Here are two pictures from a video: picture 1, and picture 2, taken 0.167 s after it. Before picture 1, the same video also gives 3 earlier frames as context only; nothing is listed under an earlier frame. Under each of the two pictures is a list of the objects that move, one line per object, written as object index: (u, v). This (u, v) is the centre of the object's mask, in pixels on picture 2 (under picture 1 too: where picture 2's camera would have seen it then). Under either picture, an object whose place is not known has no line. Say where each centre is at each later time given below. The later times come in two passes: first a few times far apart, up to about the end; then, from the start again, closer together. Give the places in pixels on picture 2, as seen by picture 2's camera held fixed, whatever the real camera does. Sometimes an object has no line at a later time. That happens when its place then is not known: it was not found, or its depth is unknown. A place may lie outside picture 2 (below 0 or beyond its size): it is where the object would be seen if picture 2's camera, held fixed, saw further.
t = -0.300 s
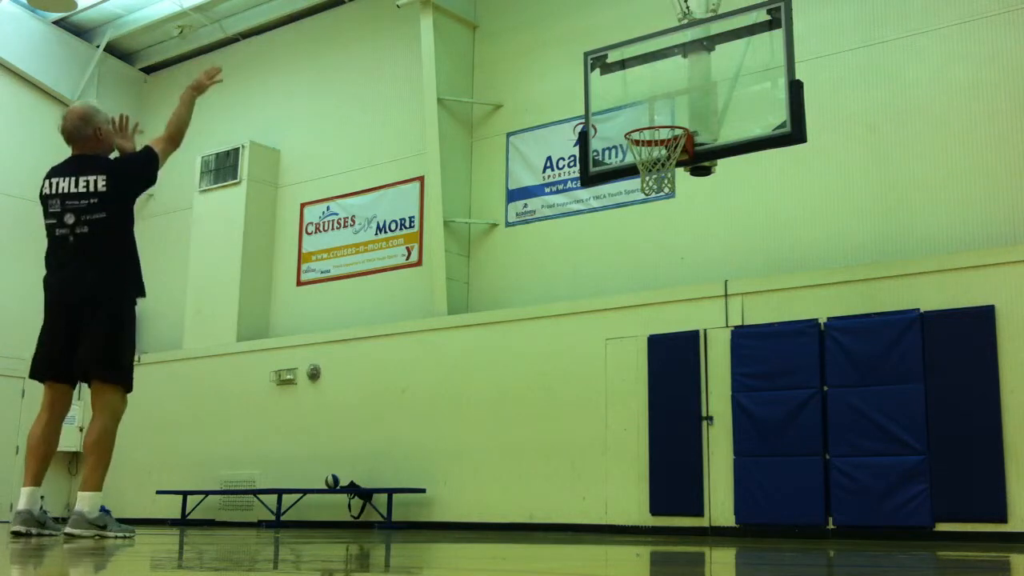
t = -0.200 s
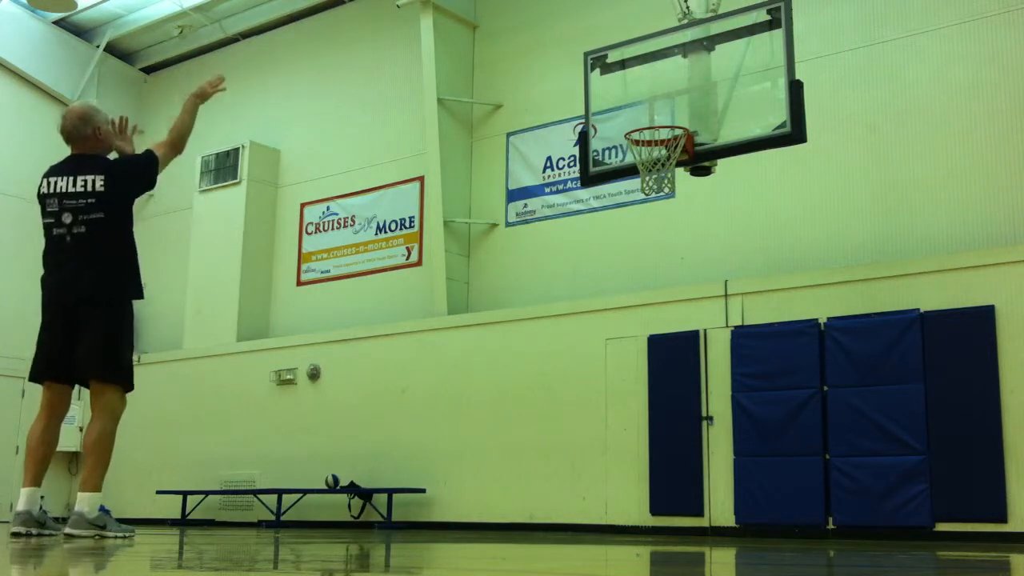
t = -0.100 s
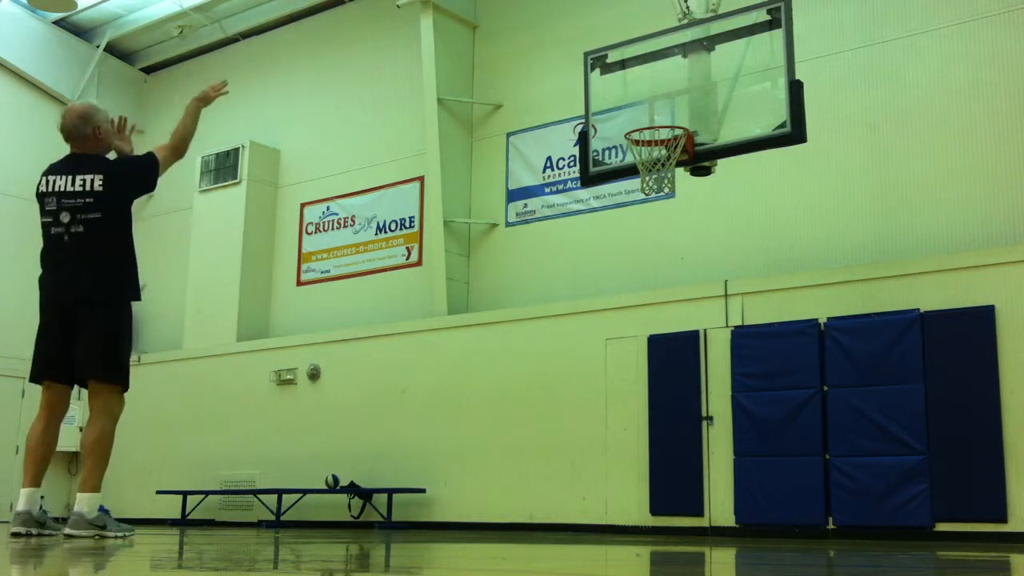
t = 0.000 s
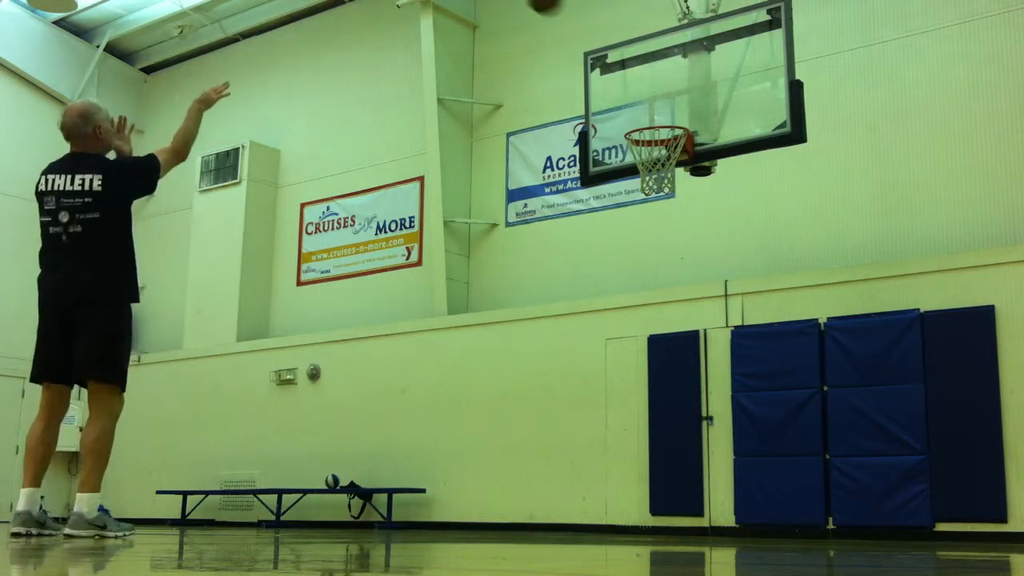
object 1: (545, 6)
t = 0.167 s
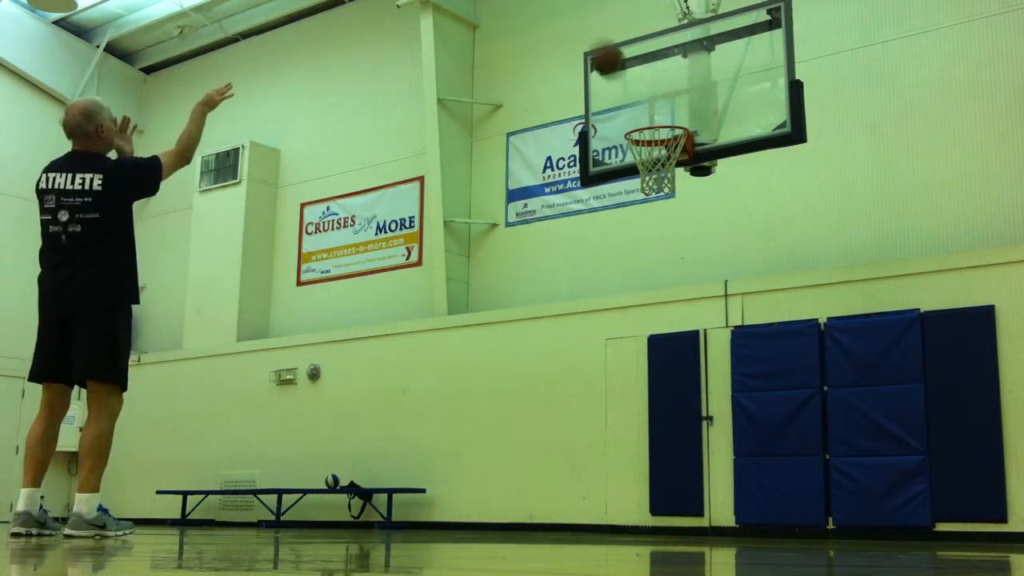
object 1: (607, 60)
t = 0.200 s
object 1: (618, 75)
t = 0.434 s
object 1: (673, 160)
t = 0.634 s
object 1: (661, 152)
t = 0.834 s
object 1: (651, 187)
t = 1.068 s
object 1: (667, 219)
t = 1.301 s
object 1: (682, 318)
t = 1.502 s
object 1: (694, 460)
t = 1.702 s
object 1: (708, 451)
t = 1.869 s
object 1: (717, 387)
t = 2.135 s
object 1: (734, 356)
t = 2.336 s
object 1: (747, 389)
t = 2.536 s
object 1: (762, 475)
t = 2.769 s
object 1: (776, 465)
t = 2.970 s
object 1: (786, 427)
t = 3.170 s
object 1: (800, 437)
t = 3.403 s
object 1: (817, 519)
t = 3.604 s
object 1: (826, 475)
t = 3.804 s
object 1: (834, 467)
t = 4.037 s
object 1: (851, 520)
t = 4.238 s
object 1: (860, 491)
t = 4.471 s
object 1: (871, 502)
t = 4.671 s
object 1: (881, 506)
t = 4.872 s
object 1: (888, 505)
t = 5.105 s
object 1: (900, 515)
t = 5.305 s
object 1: (910, 525)
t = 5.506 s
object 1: (922, 519)
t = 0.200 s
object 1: (618, 75)
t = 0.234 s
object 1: (630, 91)
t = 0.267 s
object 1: (641, 109)
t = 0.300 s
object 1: (652, 129)
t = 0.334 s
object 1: (661, 144)
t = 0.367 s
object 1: (665, 156)
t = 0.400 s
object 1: (672, 164)
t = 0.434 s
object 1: (673, 160)
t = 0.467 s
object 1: (673, 157)
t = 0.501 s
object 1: (670, 154)
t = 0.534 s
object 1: (667, 150)
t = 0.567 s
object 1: (665, 148)
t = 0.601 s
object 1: (665, 154)
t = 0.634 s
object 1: (661, 152)
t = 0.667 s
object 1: (658, 155)
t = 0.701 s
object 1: (657, 157)
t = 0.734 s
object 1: (655, 163)
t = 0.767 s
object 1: (654, 169)
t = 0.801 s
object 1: (654, 182)
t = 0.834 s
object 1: (651, 187)
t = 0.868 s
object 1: (653, 188)
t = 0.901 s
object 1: (657, 193)
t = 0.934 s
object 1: (659, 196)
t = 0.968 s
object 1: (661, 198)
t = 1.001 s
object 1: (663, 203)
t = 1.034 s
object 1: (665, 211)
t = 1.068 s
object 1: (667, 219)
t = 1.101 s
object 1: (669, 229)
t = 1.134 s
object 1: (672, 241)
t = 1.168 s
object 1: (674, 254)
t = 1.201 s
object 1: (676, 267)
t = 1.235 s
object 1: (678, 282)
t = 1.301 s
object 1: (682, 318)
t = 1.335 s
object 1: (684, 335)
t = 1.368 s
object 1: (687, 358)
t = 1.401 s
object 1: (689, 379)
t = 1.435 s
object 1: (690, 405)
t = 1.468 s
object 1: (692, 431)
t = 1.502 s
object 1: (694, 460)
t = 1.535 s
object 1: (699, 491)
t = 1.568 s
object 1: (702, 519)
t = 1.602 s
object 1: (703, 506)
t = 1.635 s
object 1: (705, 486)
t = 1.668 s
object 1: (706, 467)
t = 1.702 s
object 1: (708, 451)
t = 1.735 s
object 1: (710, 435)
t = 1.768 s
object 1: (712, 421)
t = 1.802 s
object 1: (714, 409)
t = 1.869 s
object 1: (717, 387)
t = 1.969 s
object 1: (724, 365)
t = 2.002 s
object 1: (725, 360)
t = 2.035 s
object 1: (728, 358)
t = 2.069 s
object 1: (729, 356)
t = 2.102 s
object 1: (732, 355)
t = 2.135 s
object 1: (734, 356)
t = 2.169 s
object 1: (736, 358)
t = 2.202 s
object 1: (738, 360)
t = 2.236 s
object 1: (741, 365)
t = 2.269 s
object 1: (742, 372)
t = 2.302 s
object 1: (745, 380)
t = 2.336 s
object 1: (747, 389)
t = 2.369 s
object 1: (750, 399)
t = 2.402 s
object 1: (752, 411)
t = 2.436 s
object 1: (753, 425)
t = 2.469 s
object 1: (756, 440)
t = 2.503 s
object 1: (758, 457)
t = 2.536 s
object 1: (762, 475)
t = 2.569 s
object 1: (765, 496)
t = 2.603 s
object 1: (768, 517)
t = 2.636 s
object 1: (769, 516)
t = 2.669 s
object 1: (771, 500)
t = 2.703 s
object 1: (773, 487)
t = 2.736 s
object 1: (774, 475)
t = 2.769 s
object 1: (776, 465)
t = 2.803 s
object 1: (778, 454)
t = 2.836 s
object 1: (780, 445)
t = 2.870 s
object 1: (781, 439)
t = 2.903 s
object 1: (783, 433)
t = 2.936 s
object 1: (784, 429)
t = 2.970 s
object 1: (786, 427)
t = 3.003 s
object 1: (788, 425)
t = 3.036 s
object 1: (790, 425)
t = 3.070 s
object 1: (792, 426)
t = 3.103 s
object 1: (795, 428)
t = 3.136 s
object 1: (798, 430)
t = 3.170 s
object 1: (800, 437)
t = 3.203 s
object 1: (803, 444)
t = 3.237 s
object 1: (804, 454)
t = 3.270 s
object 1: (806, 462)
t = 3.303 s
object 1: (807, 474)
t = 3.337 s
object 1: (810, 487)
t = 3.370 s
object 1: (814, 502)
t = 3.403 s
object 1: (817, 519)
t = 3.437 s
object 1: (818, 520)
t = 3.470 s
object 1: (819, 507)
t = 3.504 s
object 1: (820, 499)
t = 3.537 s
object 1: (822, 491)
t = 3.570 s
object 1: (824, 483)
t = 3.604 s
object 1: (826, 475)
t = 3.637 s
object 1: (828, 472)
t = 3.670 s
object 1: (830, 469)
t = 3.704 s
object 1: (830, 467)
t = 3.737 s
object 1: (832, 466)
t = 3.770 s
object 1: (832, 466)
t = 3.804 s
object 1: (834, 467)
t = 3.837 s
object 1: (839, 471)
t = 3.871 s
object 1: (841, 475)
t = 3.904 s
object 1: (843, 483)
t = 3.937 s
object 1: (845, 490)
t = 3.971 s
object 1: (847, 499)
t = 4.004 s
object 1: (849, 510)
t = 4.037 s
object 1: (851, 520)
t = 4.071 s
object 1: (852, 518)
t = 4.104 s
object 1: (856, 512)
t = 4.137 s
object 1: (856, 504)
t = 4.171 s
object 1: (857, 498)
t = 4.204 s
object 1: (858, 493)
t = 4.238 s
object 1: (860, 491)
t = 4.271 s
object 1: (860, 488)
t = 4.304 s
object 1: (859, 488)
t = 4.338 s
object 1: (863, 489)
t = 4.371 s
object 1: (865, 490)
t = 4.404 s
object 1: (867, 492)
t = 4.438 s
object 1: (870, 498)
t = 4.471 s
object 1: (871, 502)
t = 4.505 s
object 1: (873, 510)
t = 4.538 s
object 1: (876, 520)
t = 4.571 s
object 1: (876, 521)
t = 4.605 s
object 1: (878, 516)
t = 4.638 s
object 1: (880, 512)
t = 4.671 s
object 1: (881, 506)
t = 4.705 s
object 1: (882, 503)
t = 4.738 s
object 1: (884, 503)
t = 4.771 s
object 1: (885, 502)
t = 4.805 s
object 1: (886, 502)
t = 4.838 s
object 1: (887, 503)
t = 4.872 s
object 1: (888, 505)
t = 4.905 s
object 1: (892, 512)
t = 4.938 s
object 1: (895, 518)
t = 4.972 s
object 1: (896, 525)
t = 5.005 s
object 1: (896, 522)
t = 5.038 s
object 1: (898, 518)
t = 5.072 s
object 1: (899, 516)
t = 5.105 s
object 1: (900, 515)
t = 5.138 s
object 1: (902, 512)
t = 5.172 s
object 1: (902, 512)
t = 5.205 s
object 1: (905, 513)
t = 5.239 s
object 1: (907, 516)
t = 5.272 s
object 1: (909, 521)
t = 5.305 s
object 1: (910, 525)
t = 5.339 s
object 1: (911, 523)
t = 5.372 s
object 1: (913, 520)
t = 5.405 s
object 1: (917, 519)
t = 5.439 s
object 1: (919, 518)
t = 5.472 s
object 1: (920, 518)
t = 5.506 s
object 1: (922, 519)
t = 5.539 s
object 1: (923, 520)
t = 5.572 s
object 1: (925, 526)
